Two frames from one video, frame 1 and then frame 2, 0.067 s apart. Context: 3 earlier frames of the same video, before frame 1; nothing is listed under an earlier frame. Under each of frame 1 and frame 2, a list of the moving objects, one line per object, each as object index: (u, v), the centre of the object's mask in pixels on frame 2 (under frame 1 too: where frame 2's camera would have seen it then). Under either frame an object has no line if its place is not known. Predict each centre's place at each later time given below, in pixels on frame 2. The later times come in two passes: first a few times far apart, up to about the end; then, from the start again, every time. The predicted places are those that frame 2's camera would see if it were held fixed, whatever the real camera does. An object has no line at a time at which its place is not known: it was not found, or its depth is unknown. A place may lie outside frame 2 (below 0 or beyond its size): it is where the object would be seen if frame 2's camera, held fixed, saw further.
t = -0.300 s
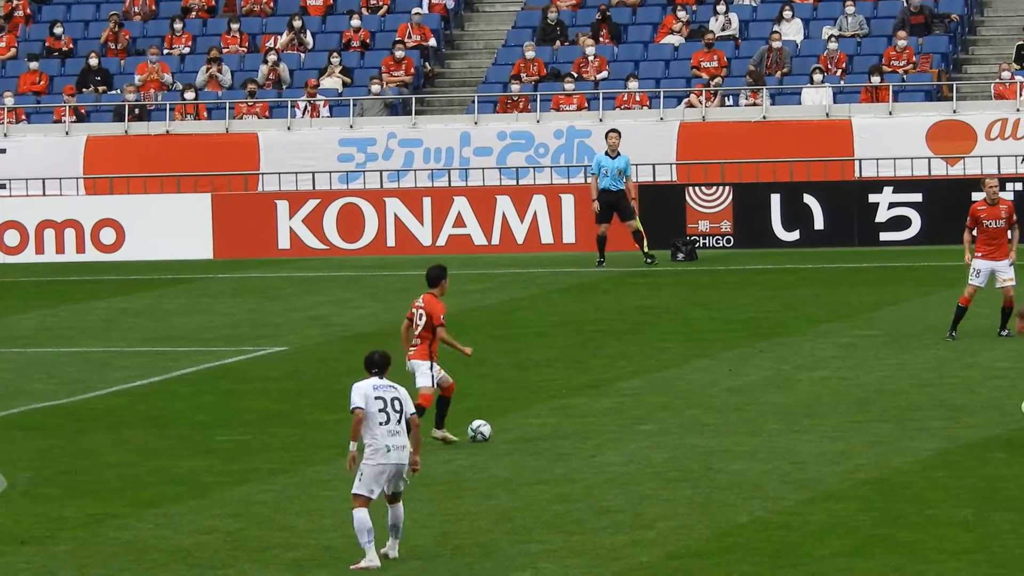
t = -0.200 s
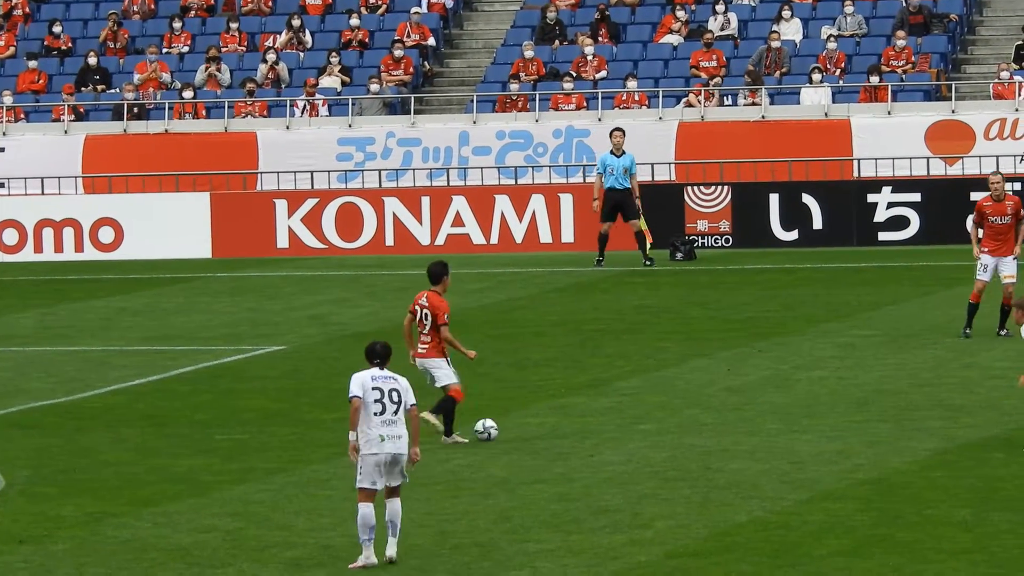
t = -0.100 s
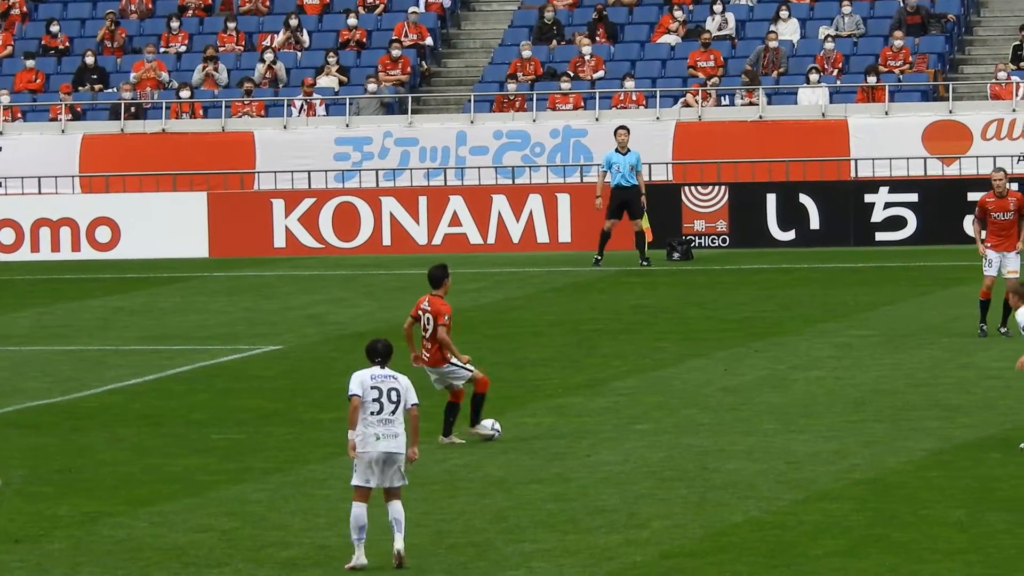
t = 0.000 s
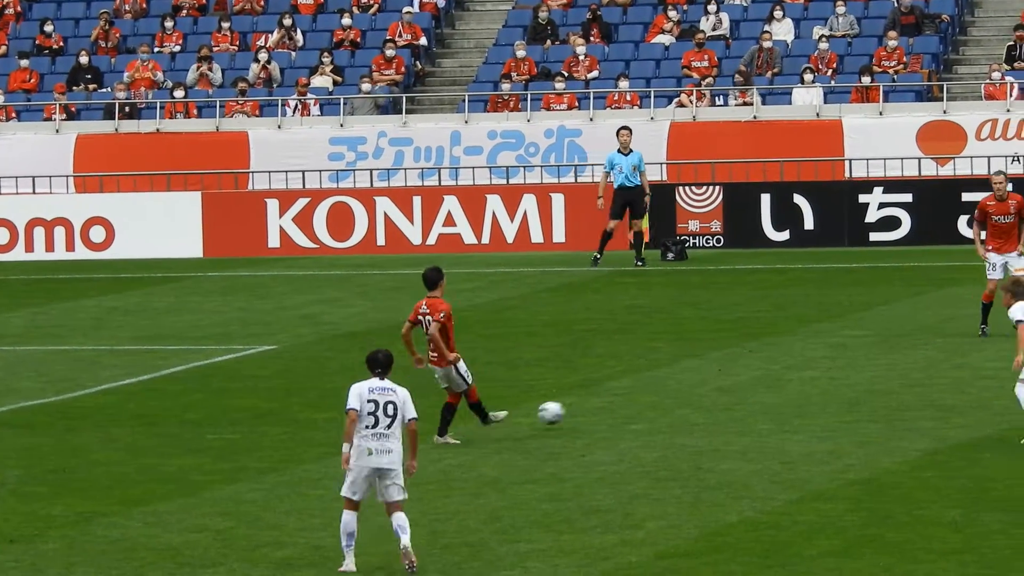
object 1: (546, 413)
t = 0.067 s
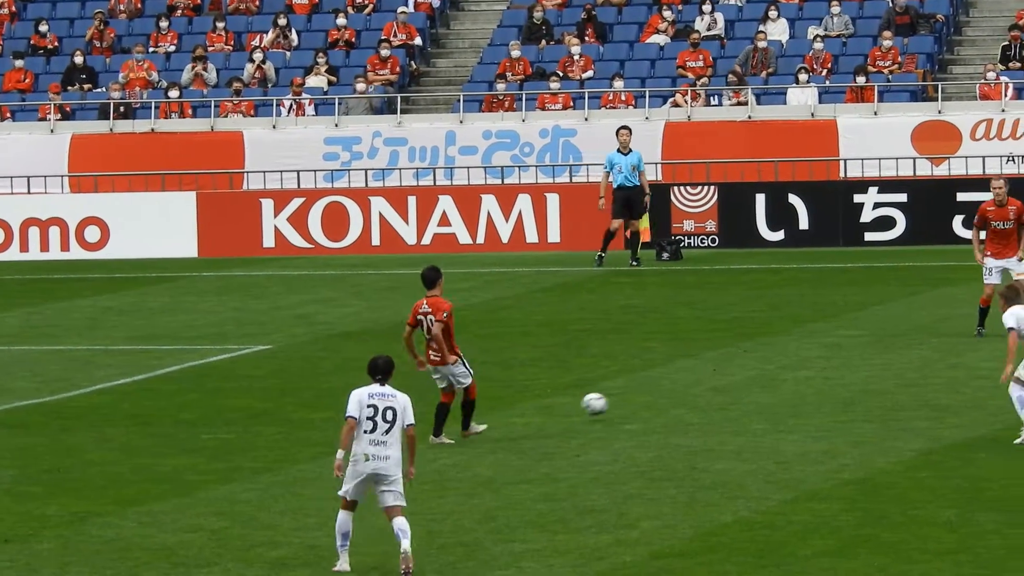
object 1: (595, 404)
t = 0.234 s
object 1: (705, 389)
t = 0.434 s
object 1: (821, 377)
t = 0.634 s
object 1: (924, 364)
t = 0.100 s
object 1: (618, 402)
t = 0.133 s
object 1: (642, 402)
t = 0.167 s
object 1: (664, 401)
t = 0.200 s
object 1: (685, 395)
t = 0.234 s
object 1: (705, 389)
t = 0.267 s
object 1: (724, 384)
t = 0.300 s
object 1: (744, 381)
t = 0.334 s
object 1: (764, 379)
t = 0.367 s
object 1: (782, 378)
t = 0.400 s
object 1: (802, 380)
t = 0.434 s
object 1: (821, 377)
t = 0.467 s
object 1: (838, 373)
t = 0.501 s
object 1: (856, 369)
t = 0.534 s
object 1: (873, 367)
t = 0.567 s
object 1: (890, 366)
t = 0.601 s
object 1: (907, 365)
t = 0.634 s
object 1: (924, 364)
